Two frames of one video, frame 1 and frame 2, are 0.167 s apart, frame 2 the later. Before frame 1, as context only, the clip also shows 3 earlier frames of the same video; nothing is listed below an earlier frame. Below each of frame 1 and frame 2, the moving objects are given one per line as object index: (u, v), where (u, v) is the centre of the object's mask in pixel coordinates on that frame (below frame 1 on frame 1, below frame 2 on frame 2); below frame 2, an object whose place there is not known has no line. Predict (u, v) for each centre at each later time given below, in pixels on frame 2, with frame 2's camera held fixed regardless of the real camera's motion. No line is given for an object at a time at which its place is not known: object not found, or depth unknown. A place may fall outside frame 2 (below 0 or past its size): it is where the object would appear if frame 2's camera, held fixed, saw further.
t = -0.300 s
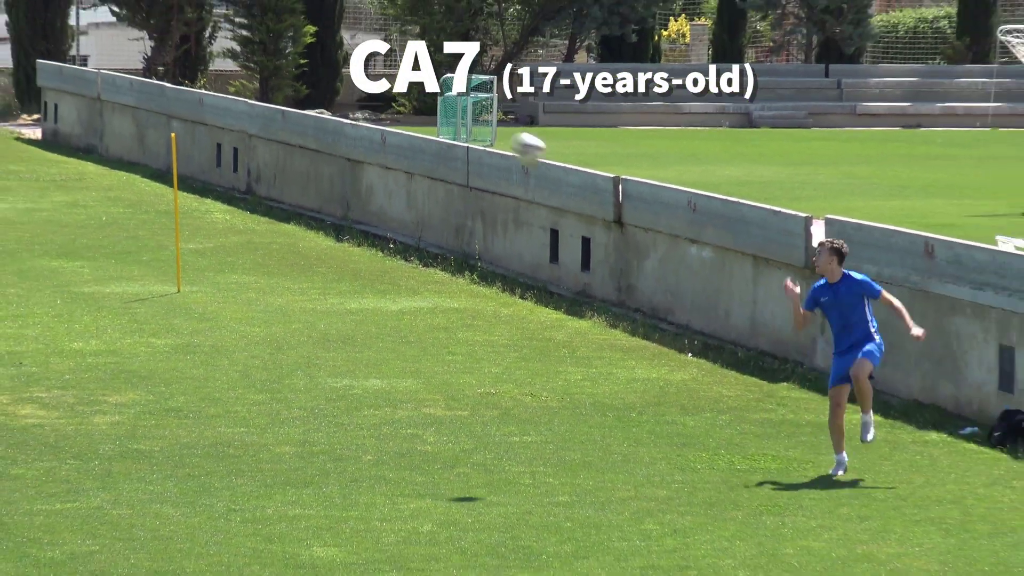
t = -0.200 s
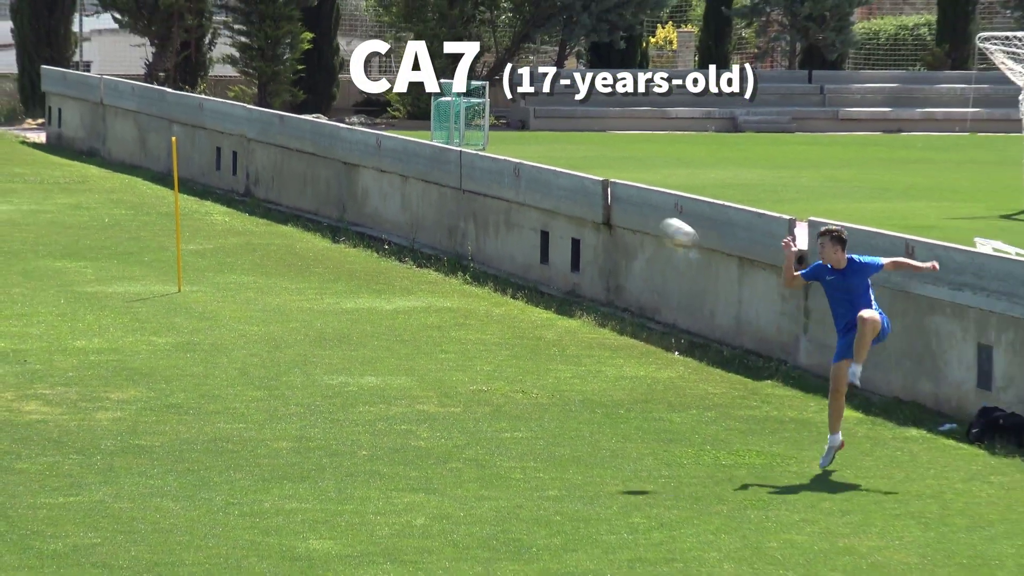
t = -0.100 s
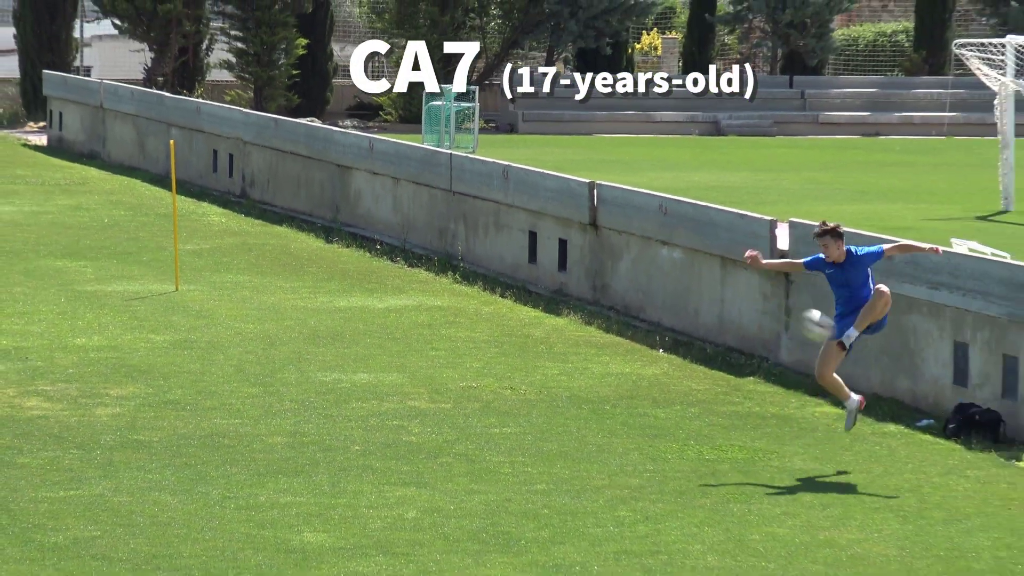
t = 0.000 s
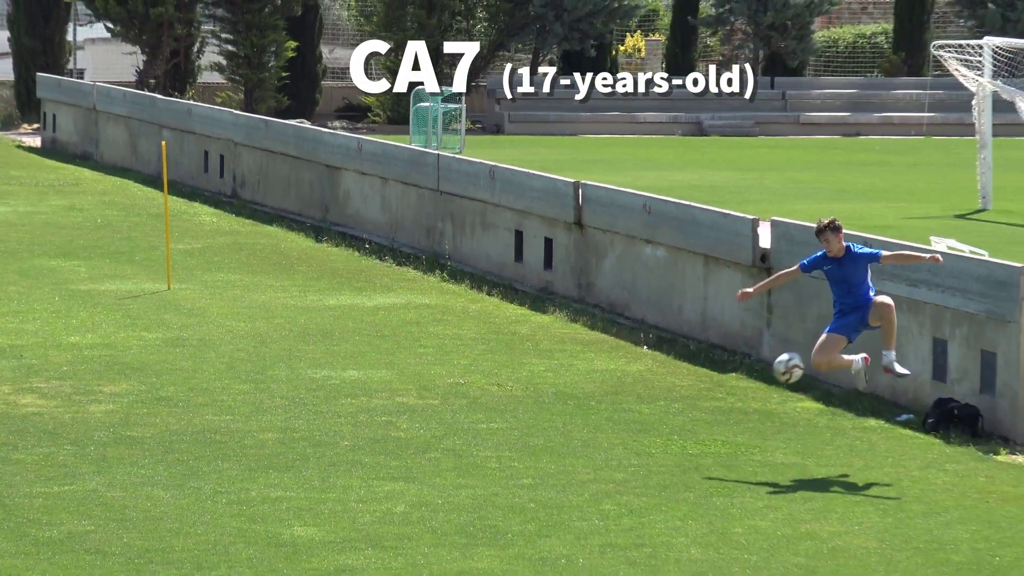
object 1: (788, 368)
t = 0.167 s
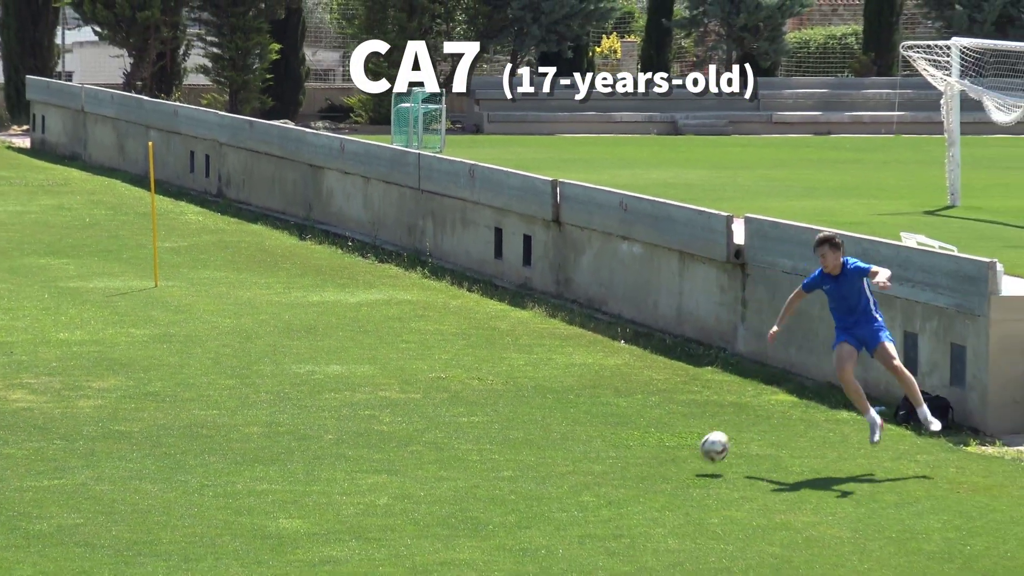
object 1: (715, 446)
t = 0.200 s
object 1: (703, 459)
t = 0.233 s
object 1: (697, 451)
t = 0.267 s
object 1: (685, 437)
